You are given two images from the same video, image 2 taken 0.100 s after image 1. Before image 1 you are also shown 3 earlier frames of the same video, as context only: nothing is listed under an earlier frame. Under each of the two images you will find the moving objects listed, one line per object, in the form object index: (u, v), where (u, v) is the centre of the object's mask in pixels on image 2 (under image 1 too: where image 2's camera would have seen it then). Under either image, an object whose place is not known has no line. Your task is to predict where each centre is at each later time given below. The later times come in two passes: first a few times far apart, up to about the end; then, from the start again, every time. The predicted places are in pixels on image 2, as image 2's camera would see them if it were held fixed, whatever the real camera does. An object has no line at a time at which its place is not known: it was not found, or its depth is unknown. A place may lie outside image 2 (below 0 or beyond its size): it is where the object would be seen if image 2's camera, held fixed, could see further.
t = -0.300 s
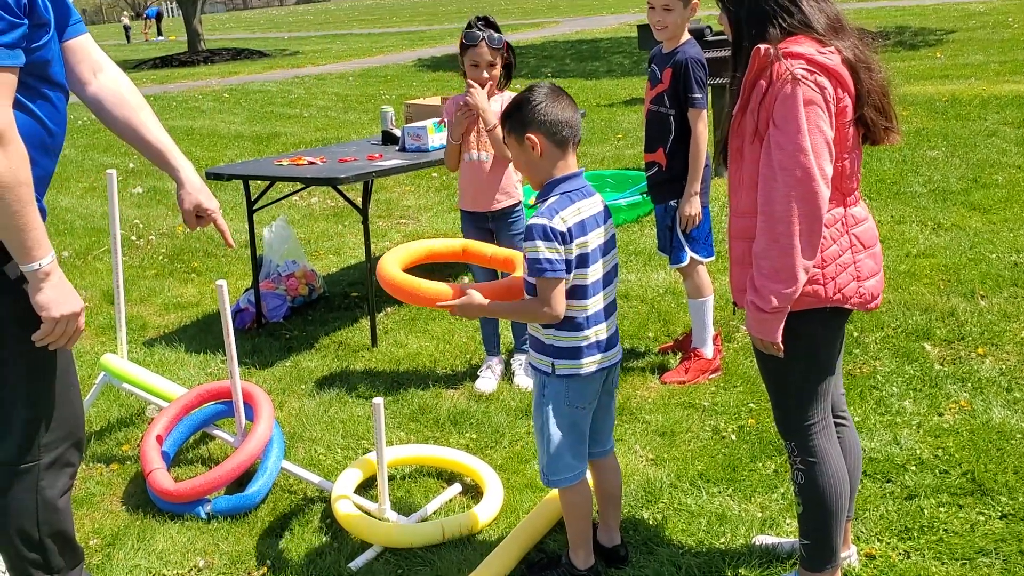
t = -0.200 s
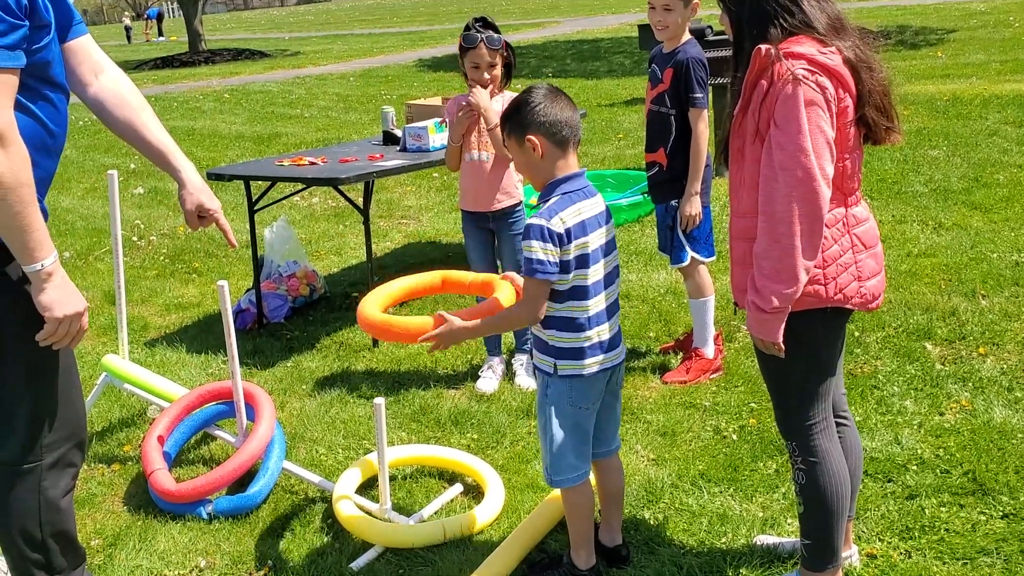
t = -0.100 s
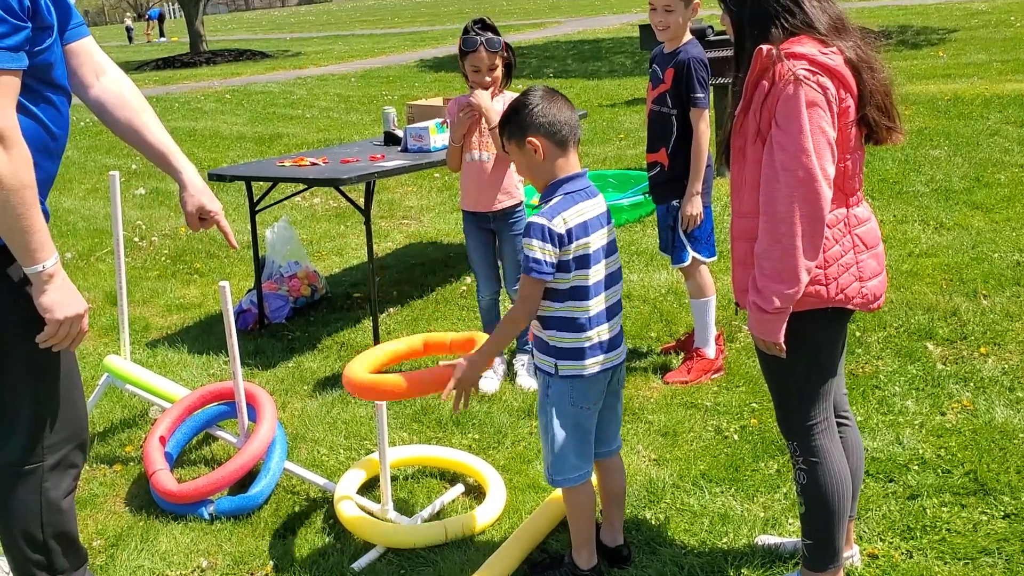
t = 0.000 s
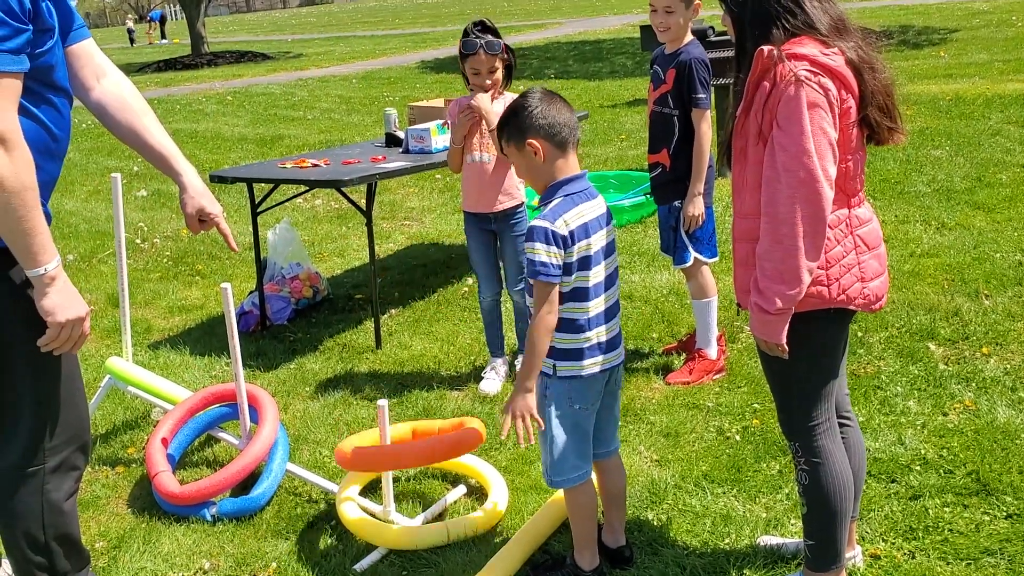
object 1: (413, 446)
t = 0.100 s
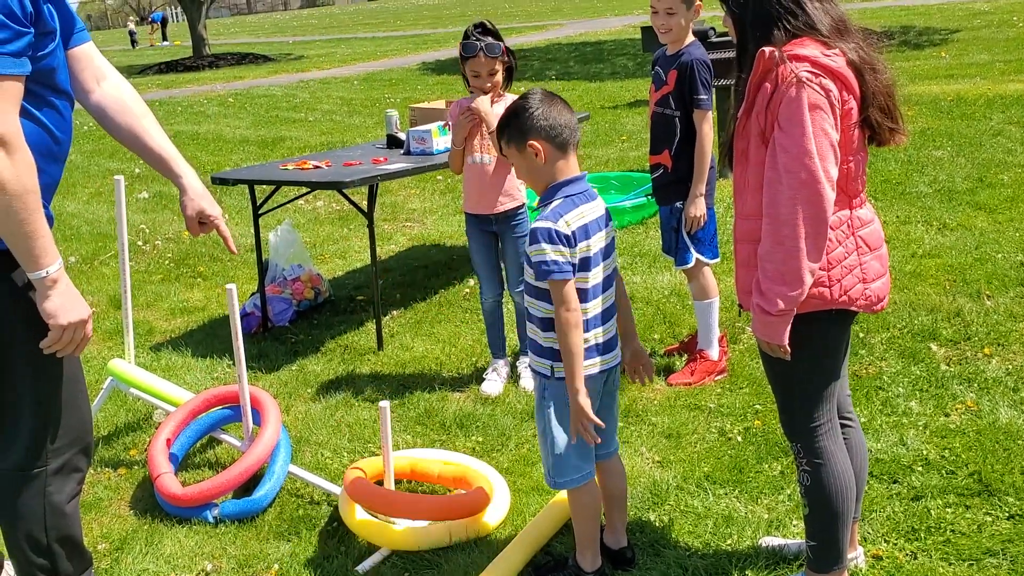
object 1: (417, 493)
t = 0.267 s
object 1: (429, 527)
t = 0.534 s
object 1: (432, 494)
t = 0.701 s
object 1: (434, 504)
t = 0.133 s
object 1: (419, 500)
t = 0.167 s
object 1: (426, 509)
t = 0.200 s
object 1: (429, 519)
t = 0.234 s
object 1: (431, 526)
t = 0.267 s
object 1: (429, 527)
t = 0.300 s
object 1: (430, 522)
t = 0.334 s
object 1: (428, 514)
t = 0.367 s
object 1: (430, 499)
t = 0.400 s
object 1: (429, 493)
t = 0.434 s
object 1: (429, 490)
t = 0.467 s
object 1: (430, 489)
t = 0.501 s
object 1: (431, 490)
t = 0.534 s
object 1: (432, 494)
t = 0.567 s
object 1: (434, 502)
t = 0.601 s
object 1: (432, 507)
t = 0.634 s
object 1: (435, 507)
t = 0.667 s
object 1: (434, 507)
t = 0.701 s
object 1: (434, 504)
